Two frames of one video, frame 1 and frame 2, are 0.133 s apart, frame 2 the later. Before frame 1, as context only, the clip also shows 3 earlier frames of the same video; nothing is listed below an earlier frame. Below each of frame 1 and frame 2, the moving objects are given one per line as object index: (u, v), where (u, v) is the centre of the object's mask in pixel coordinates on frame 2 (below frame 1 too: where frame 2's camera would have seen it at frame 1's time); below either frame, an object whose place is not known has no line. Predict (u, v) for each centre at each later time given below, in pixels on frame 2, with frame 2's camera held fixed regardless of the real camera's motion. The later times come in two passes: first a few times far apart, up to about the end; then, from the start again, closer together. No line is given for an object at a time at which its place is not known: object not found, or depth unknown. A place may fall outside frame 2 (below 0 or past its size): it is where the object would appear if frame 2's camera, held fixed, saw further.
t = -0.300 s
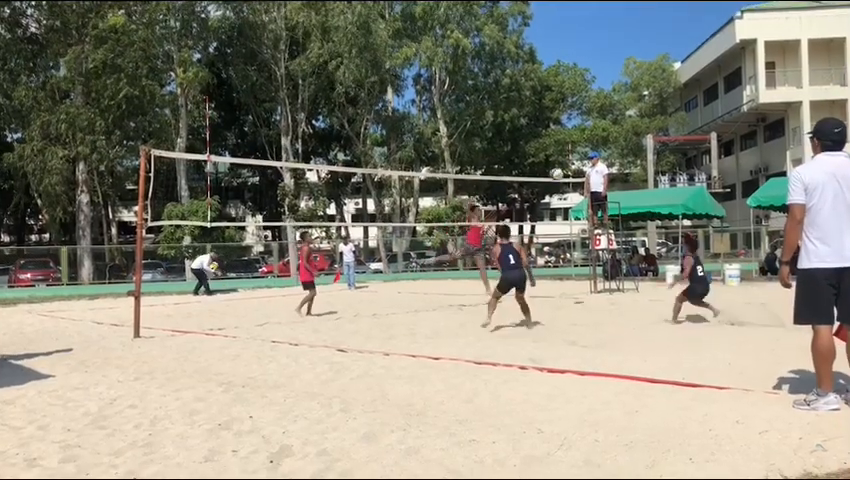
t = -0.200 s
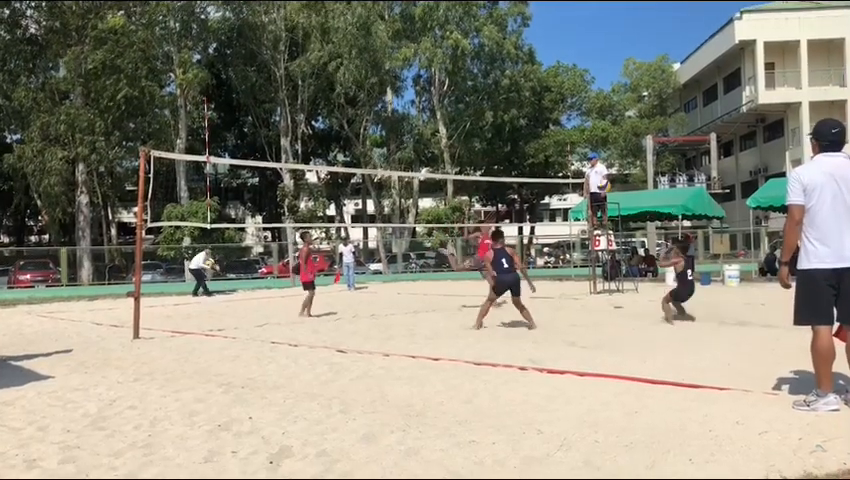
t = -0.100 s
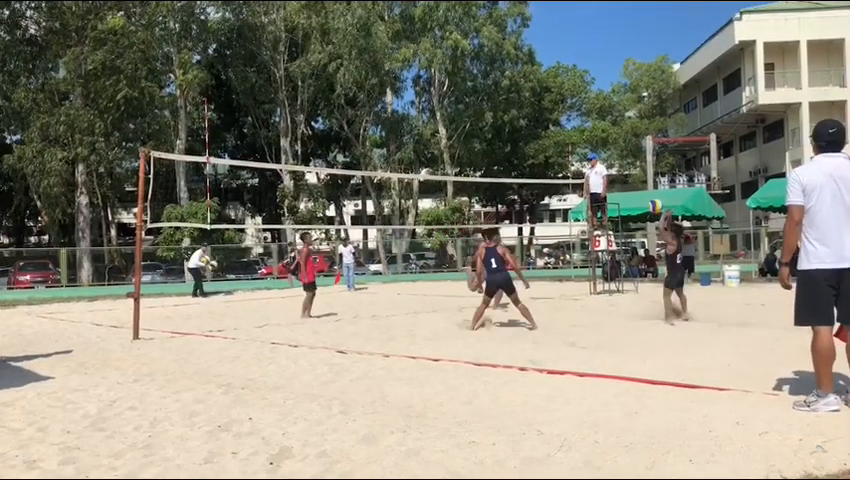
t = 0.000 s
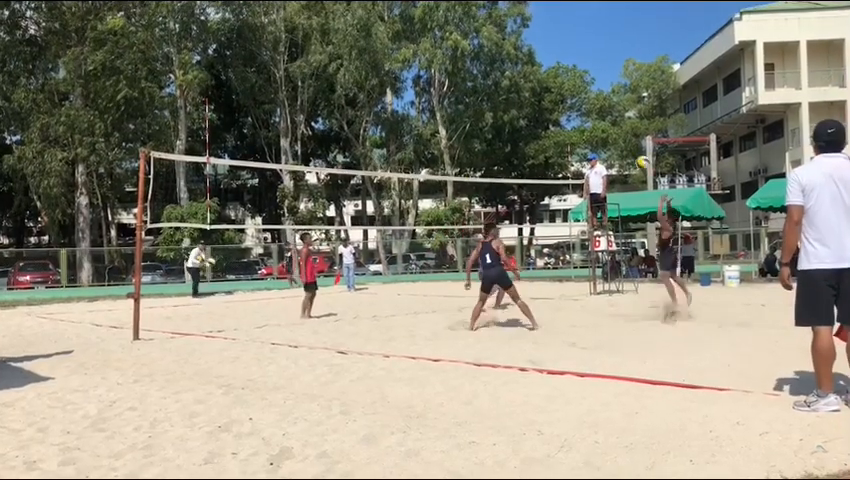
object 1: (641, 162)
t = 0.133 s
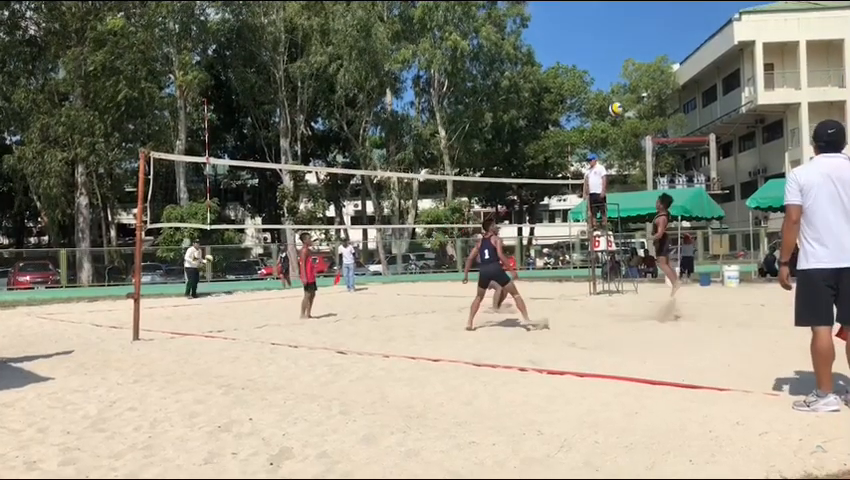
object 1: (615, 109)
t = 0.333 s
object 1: (581, 56)
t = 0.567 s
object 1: (547, 27)
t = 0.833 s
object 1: (515, 29)
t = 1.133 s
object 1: (487, 71)
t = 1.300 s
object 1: (476, 109)
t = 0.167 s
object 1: (609, 97)
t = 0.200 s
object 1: (603, 88)
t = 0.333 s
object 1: (581, 56)
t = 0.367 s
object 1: (575, 50)
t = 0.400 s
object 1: (570, 45)
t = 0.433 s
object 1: (565, 39)
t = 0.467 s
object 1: (561, 35)
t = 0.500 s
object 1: (555, 32)
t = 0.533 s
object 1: (551, 29)
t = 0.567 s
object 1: (547, 27)
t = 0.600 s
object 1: (542, 26)
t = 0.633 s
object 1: (539, 24)
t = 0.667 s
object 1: (534, 24)
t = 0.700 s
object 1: (530, 24)
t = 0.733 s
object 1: (526, 24)
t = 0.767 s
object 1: (522, 25)
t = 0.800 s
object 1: (519, 27)
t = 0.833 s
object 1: (515, 29)
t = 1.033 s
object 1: (495, 53)
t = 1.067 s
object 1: (493, 59)
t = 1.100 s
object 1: (490, 64)
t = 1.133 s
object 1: (487, 71)
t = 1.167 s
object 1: (485, 77)
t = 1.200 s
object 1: (482, 85)
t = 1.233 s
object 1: (480, 92)
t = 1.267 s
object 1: (478, 100)
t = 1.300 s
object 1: (476, 109)
